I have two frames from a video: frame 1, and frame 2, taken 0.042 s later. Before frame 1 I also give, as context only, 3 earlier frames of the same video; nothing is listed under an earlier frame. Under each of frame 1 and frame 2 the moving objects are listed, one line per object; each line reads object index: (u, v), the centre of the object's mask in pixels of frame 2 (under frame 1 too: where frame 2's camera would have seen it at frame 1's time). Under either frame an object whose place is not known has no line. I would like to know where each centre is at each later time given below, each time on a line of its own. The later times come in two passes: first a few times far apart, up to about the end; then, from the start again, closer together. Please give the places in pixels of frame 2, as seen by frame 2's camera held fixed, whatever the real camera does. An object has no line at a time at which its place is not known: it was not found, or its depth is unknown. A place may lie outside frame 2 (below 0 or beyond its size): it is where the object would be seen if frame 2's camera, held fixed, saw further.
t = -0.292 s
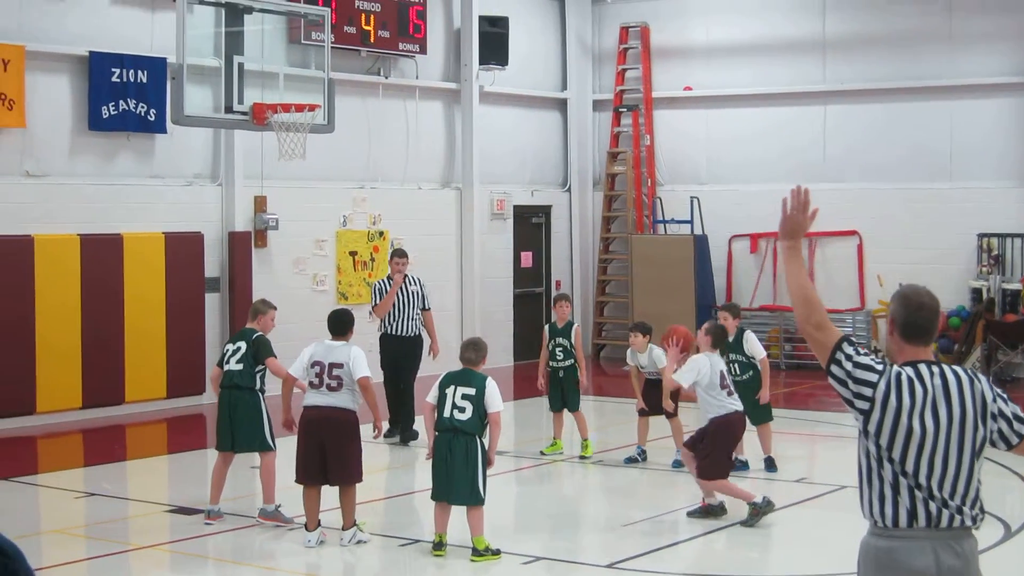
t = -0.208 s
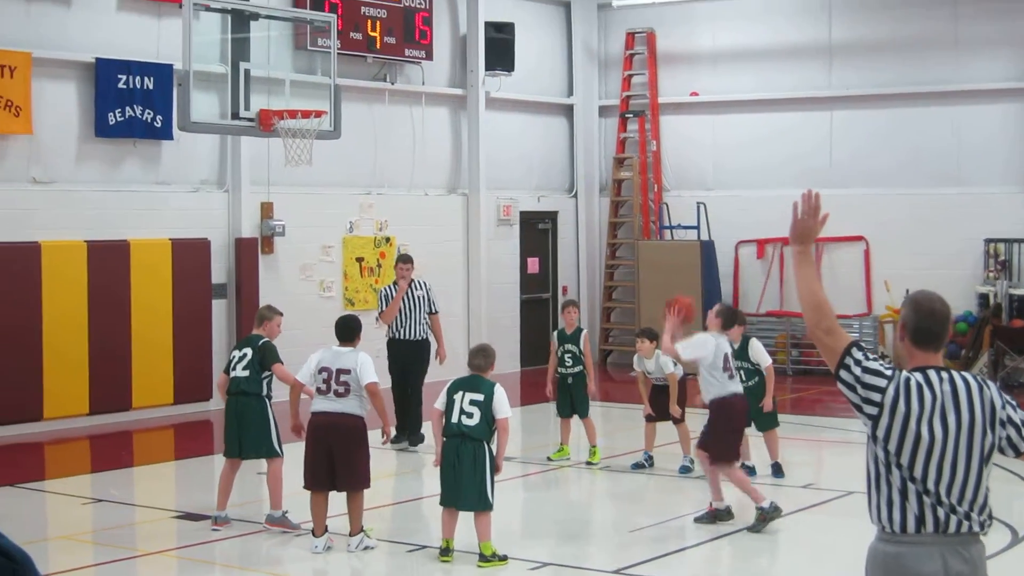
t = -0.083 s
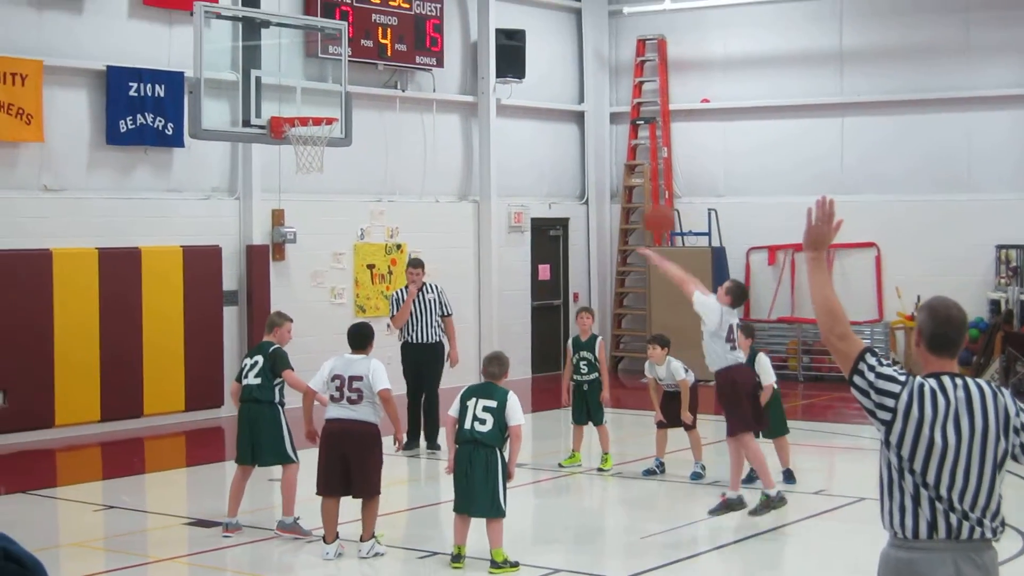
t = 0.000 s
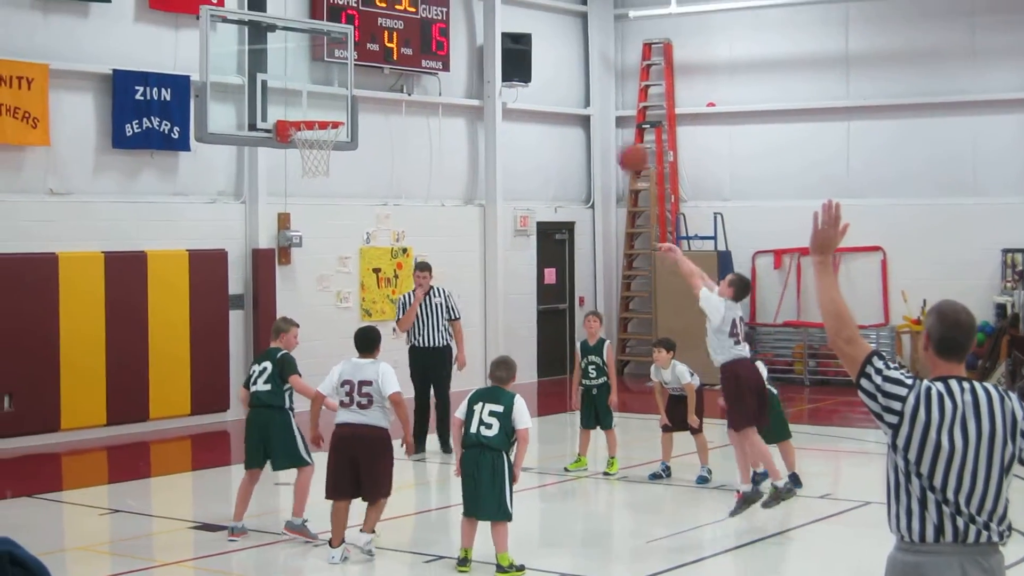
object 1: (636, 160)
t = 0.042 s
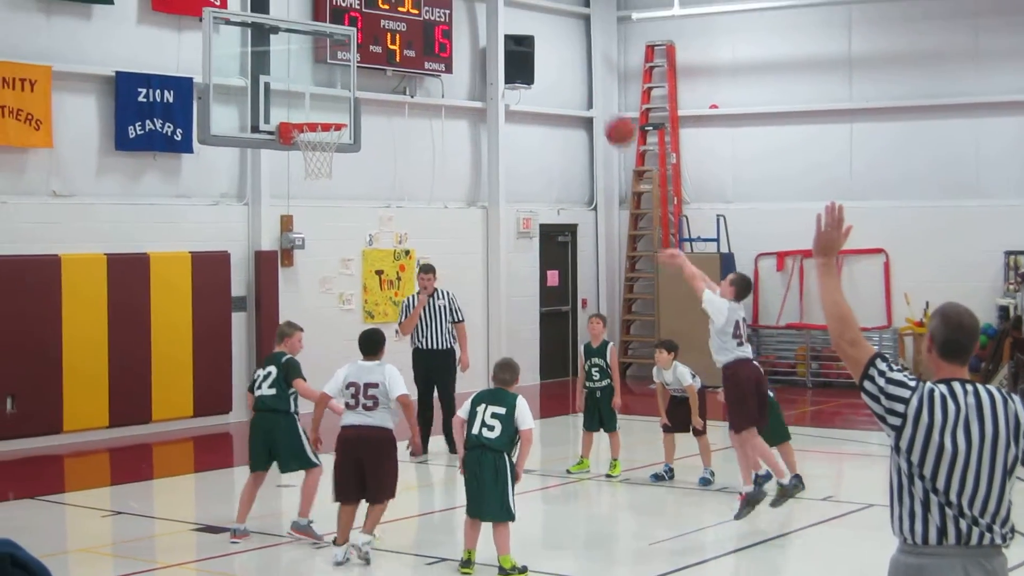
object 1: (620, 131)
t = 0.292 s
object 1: (533, 8)
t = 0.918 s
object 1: (339, 52)
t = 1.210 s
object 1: (339, 145)
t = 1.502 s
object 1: (344, 209)
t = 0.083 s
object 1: (605, 104)
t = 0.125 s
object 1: (590, 80)
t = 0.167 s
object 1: (576, 59)
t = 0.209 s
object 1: (561, 39)
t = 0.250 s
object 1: (547, 23)
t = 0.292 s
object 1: (533, 8)
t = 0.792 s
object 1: (375, 6)
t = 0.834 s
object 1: (364, 20)
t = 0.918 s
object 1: (339, 52)
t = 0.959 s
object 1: (327, 74)
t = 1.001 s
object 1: (316, 94)
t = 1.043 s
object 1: (304, 114)
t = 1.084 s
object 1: (315, 130)
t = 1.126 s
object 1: (330, 141)
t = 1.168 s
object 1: (338, 143)
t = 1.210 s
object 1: (339, 145)
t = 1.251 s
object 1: (338, 152)
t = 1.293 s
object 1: (340, 156)
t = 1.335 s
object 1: (342, 161)
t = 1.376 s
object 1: (342, 170)
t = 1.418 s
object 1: (343, 181)
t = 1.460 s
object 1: (343, 194)
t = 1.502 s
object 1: (344, 209)
